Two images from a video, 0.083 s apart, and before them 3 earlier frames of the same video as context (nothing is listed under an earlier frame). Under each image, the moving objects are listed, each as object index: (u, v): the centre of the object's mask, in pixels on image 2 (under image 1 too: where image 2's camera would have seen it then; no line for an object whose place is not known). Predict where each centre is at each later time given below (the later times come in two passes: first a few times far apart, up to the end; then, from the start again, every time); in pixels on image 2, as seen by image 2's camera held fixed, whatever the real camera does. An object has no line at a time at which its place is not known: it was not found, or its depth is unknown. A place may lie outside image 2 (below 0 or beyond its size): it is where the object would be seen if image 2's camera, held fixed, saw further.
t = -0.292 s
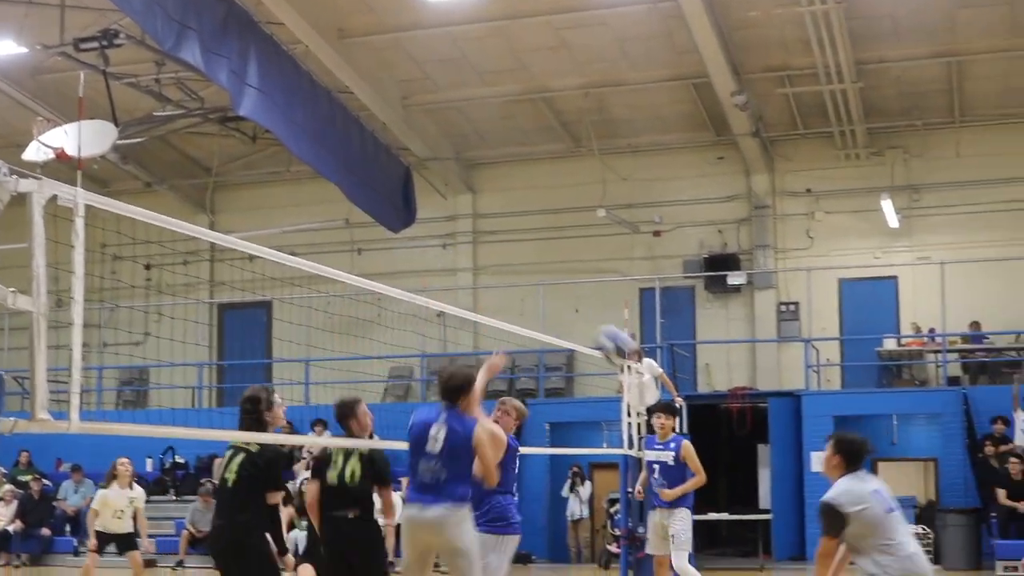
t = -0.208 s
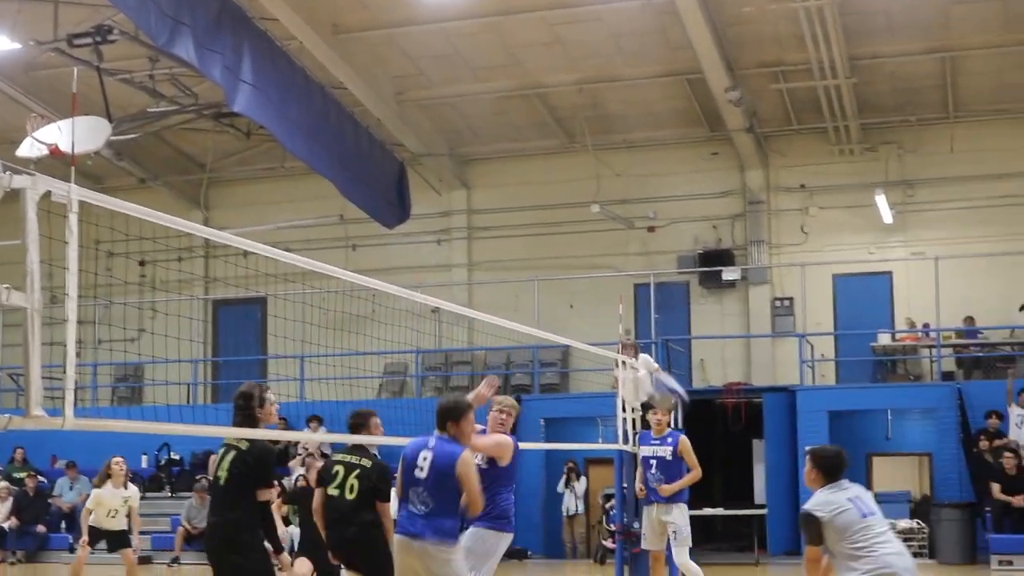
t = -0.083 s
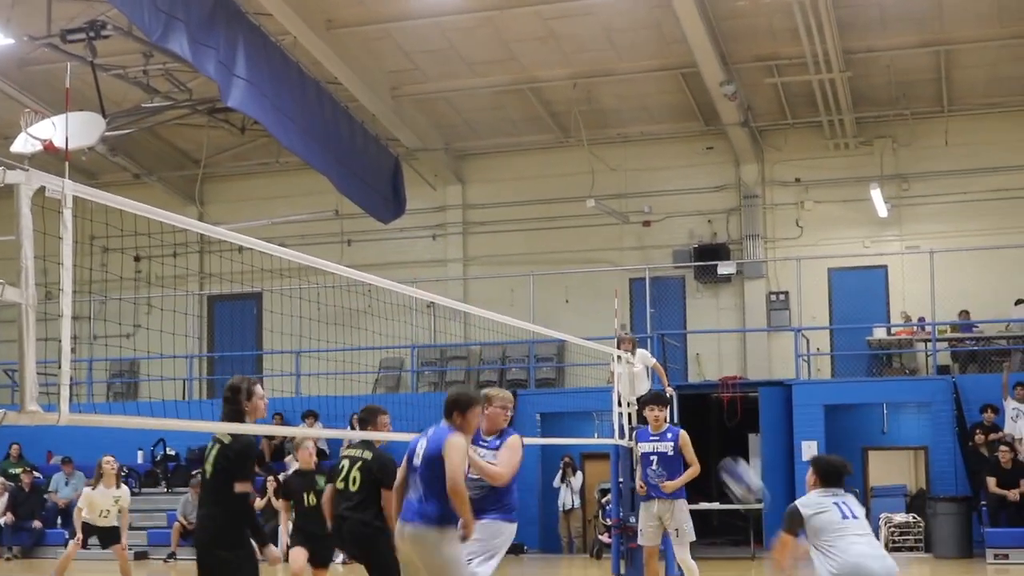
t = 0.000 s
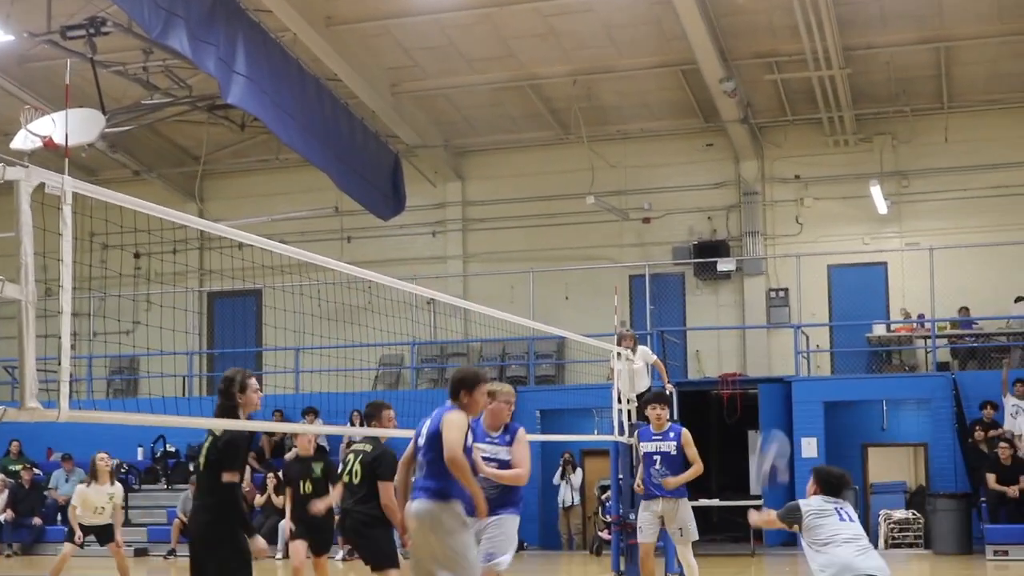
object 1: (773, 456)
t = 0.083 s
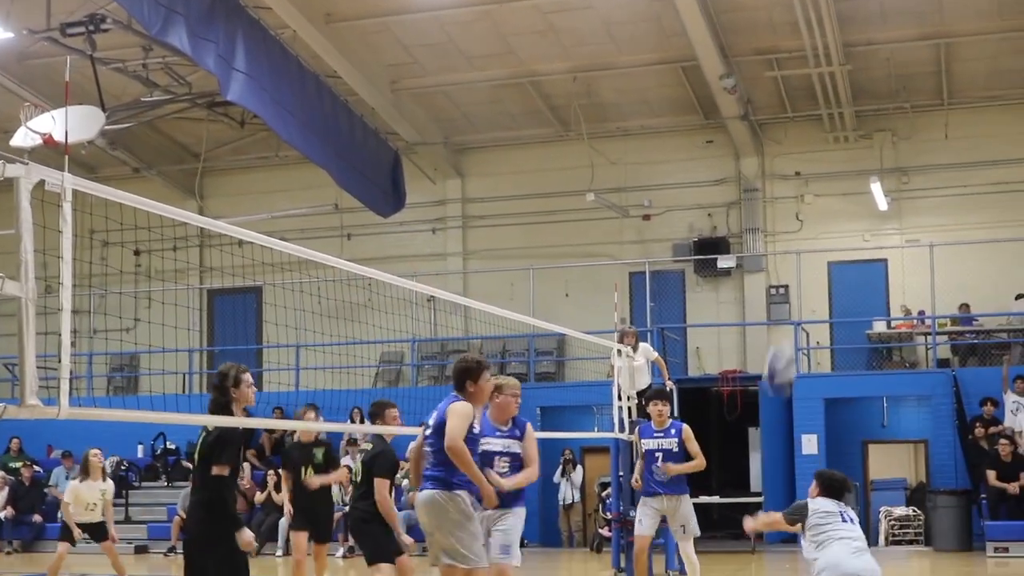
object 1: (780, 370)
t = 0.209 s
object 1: (791, 252)
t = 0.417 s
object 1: (813, 131)
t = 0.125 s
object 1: (783, 323)
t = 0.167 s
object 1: (787, 289)
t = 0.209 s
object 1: (791, 252)
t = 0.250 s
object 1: (796, 222)
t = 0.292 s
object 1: (799, 197)
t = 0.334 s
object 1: (803, 171)
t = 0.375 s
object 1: (807, 151)
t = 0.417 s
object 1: (813, 131)
